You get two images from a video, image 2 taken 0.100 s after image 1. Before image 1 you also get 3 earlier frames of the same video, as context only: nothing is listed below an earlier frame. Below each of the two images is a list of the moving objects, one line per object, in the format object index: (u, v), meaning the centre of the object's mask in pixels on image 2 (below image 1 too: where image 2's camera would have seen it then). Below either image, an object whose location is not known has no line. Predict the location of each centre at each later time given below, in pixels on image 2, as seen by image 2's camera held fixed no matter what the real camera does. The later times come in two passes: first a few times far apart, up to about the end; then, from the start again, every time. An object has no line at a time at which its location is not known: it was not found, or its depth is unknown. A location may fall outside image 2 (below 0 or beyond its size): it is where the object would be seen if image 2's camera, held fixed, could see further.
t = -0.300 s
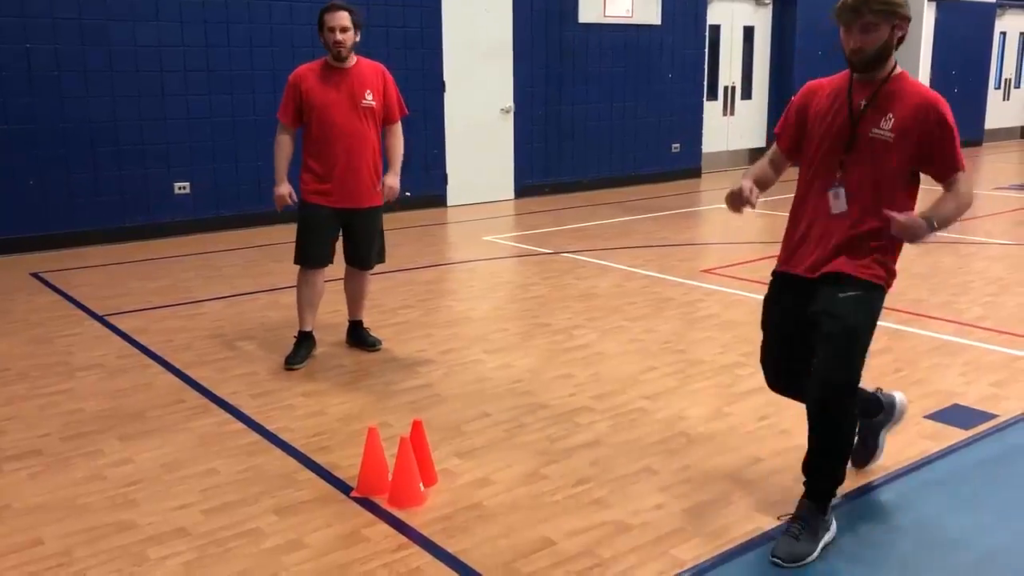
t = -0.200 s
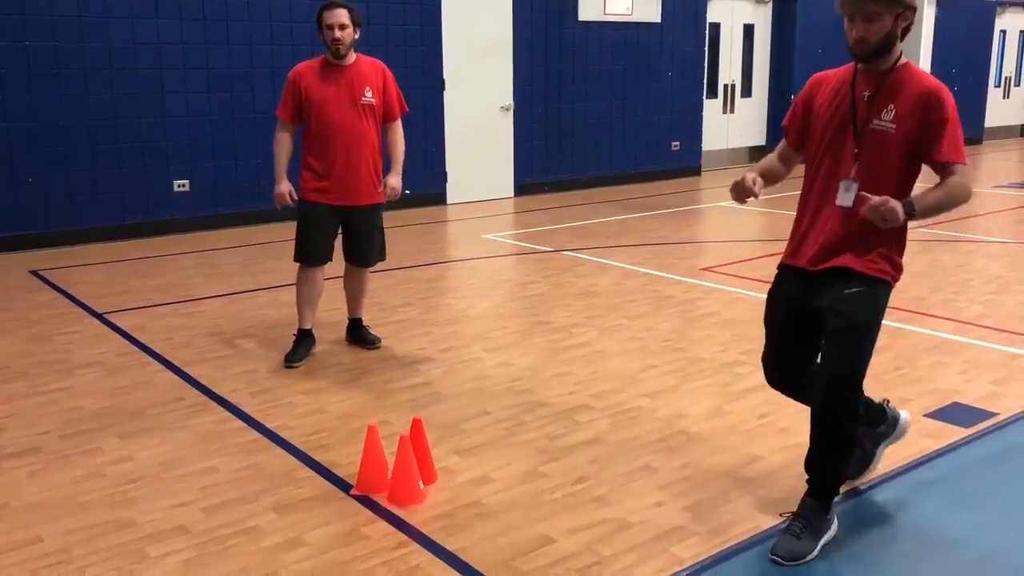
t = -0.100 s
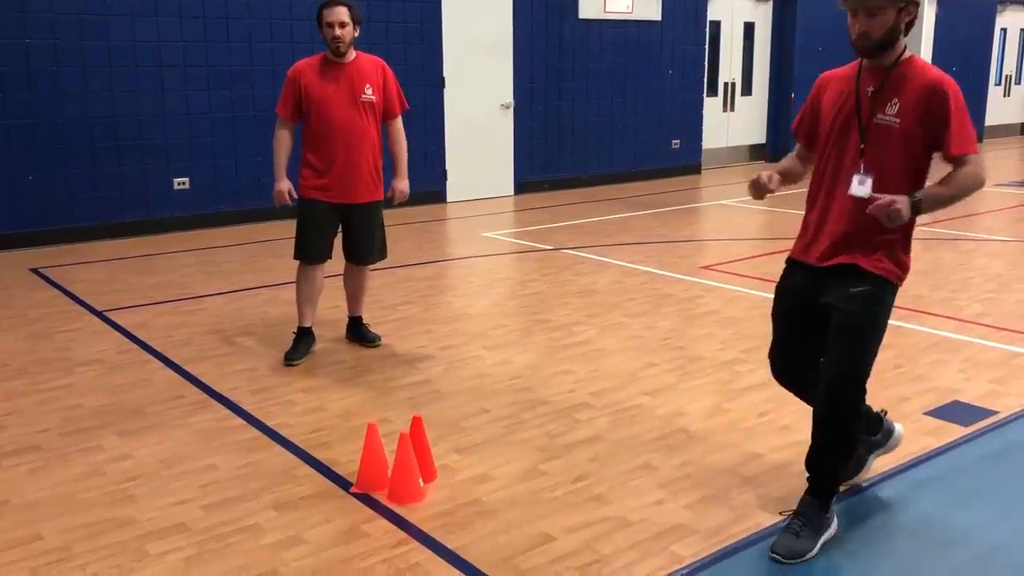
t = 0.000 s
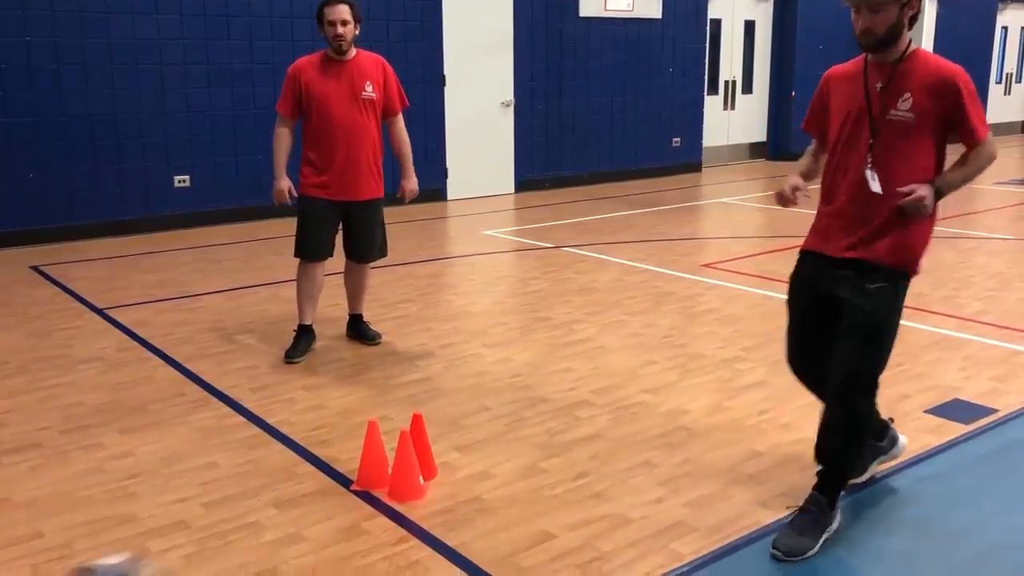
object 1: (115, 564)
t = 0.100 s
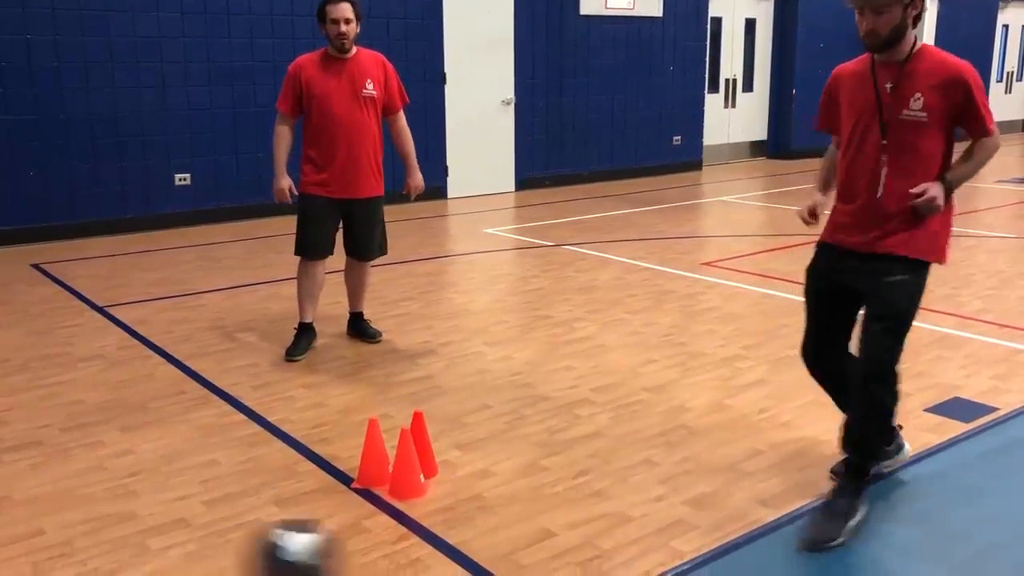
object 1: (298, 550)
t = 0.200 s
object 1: (435, 555)
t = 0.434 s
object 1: (565, 480)
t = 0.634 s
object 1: (635, 510)
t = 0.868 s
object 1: (710, 454)
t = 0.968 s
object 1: (737, 455)
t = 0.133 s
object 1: (348, 549)
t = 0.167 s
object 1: (391, 550)
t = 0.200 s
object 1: (435, 555)
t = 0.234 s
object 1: (479, 559)
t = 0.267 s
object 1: (498, 550)
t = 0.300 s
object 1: (510, 533)
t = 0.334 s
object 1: (524, 513)
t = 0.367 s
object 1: (538, 498)
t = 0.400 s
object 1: (551, 487)
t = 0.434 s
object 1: (565, 480)
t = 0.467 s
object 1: (578, 476)
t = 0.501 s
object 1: (591, 476)
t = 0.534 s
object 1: (603, 480)
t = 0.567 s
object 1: (614, 487)
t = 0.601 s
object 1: (626, 498)
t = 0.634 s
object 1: (635, 510)
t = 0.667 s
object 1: (648, 490)
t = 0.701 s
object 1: (659, 476)
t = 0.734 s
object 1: (670, 464)
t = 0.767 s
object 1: (680, 457)
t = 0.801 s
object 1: (690, 453)
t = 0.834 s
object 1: (700, 452)
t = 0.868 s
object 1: (710, 454)
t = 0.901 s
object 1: (719, 460)
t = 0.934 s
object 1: (727, 470)
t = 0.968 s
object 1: (737, 455)
